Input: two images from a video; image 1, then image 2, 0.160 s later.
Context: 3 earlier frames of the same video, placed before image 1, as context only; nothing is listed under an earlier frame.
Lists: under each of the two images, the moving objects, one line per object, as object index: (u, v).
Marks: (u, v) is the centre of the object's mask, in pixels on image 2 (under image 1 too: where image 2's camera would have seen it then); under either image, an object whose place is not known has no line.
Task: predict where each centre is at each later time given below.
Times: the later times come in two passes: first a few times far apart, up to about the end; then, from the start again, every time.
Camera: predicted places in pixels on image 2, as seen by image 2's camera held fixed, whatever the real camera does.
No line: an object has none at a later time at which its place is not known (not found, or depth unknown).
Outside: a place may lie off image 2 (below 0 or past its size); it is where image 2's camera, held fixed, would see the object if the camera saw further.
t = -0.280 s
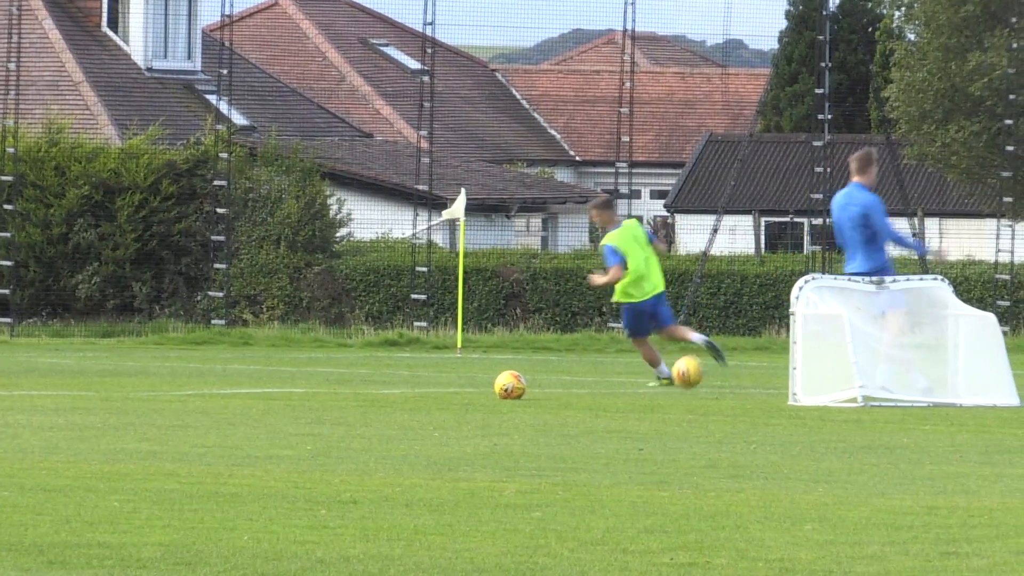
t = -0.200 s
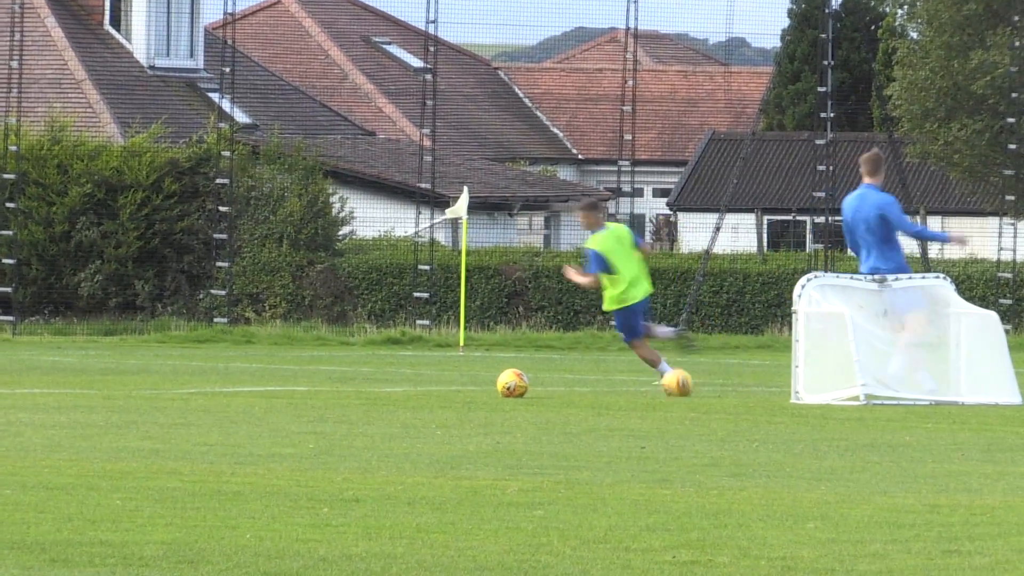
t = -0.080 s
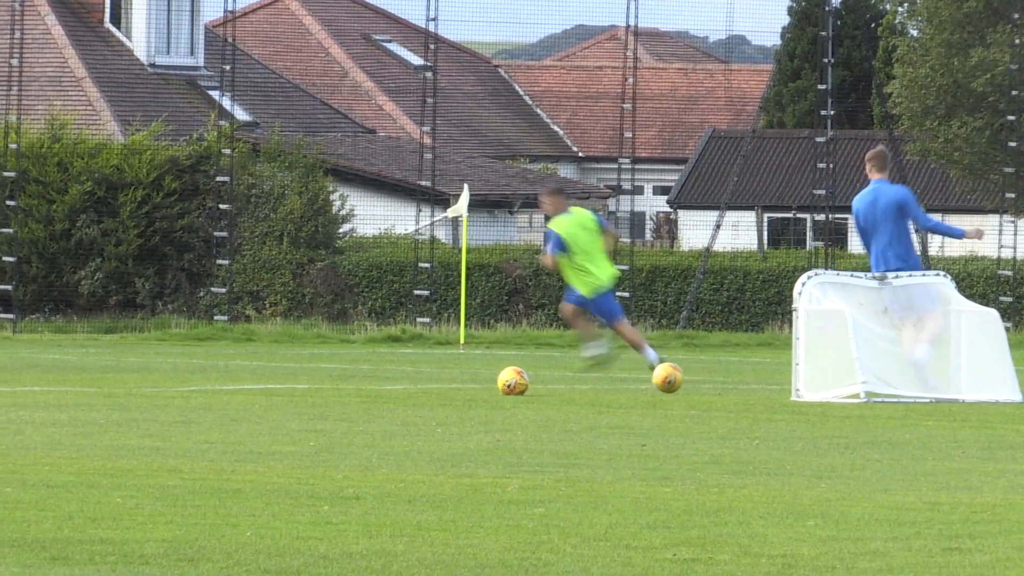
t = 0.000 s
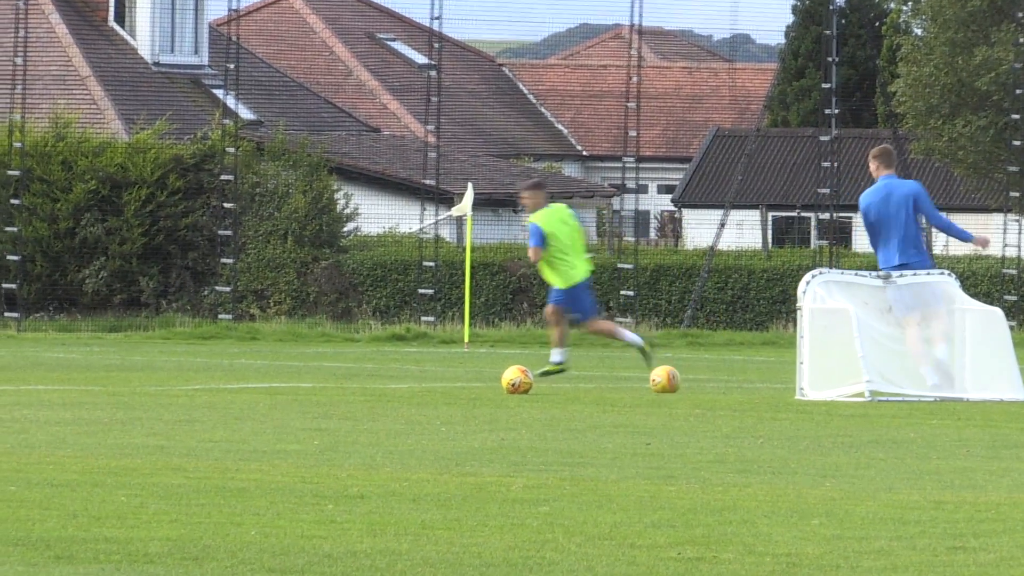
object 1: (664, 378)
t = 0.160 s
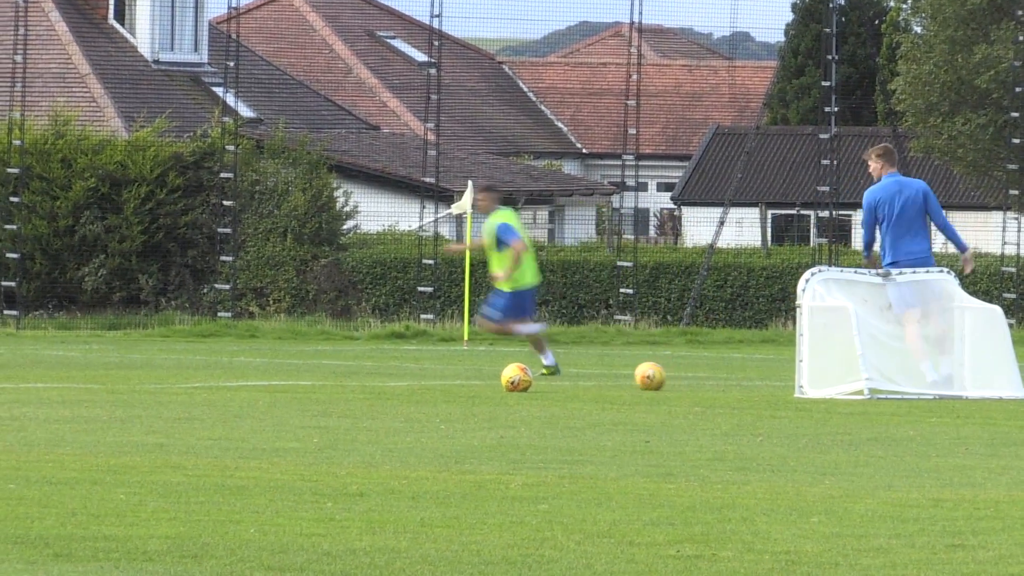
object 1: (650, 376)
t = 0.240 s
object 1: (644, 376)
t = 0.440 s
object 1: (631, 376)
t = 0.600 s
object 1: (623, 375)
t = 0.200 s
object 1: (647, 376)
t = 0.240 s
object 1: (644, 376)
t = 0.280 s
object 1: (641, 376)
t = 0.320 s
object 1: (638, 376)
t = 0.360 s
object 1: (635, 376)
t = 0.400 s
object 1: (633, 376)
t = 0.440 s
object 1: (631, 376)
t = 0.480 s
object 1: (628, 376)
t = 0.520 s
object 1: (626, 376)
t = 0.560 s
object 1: (625, 375)
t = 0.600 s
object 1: (623, 375)
